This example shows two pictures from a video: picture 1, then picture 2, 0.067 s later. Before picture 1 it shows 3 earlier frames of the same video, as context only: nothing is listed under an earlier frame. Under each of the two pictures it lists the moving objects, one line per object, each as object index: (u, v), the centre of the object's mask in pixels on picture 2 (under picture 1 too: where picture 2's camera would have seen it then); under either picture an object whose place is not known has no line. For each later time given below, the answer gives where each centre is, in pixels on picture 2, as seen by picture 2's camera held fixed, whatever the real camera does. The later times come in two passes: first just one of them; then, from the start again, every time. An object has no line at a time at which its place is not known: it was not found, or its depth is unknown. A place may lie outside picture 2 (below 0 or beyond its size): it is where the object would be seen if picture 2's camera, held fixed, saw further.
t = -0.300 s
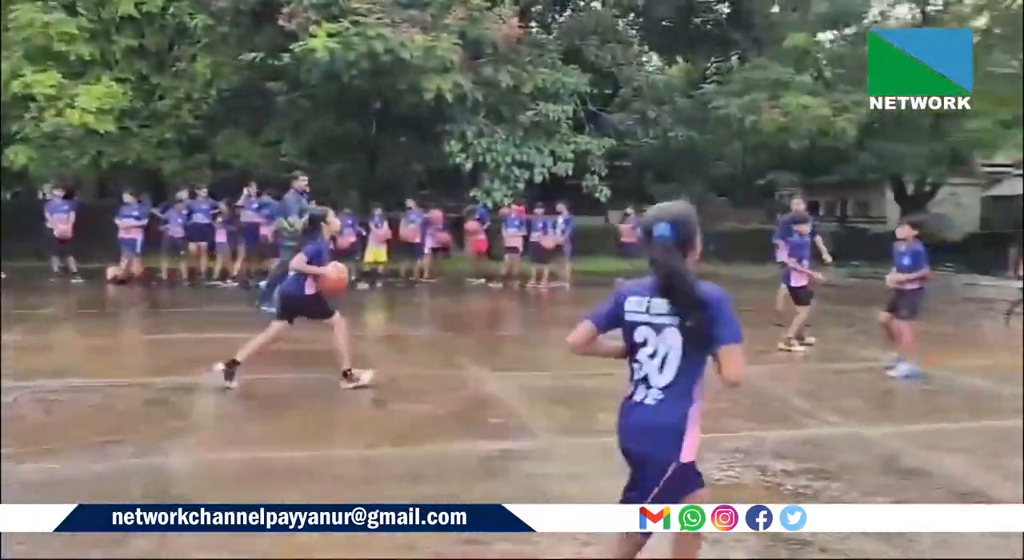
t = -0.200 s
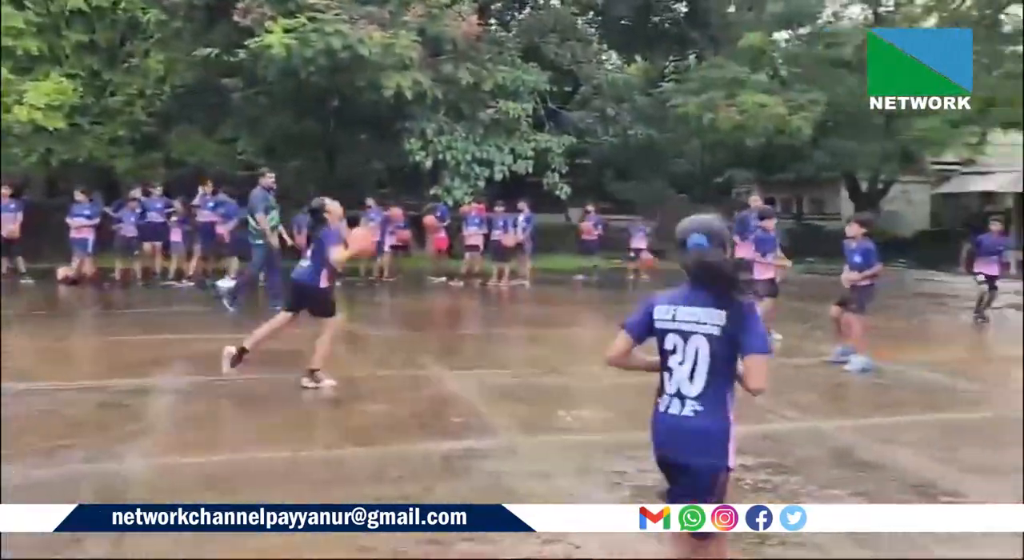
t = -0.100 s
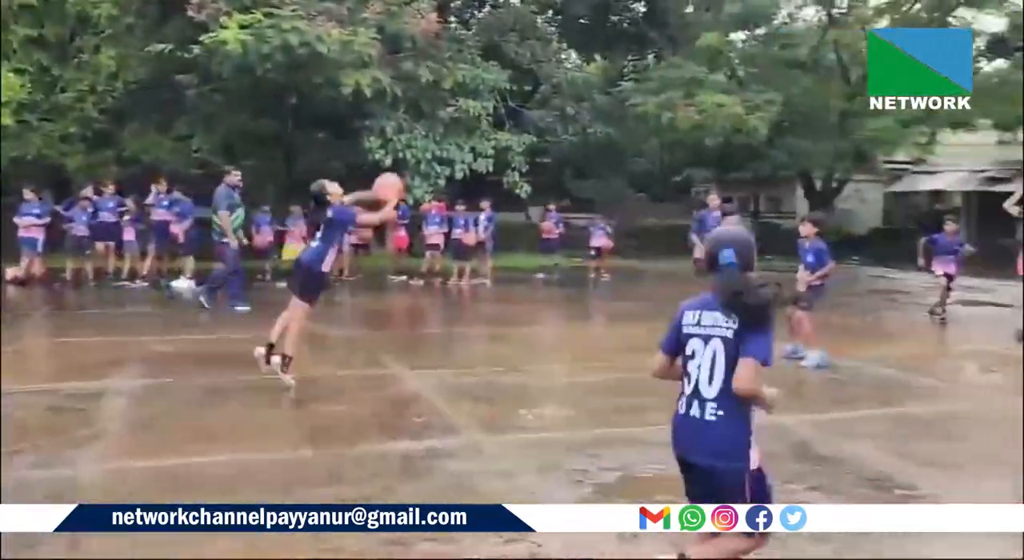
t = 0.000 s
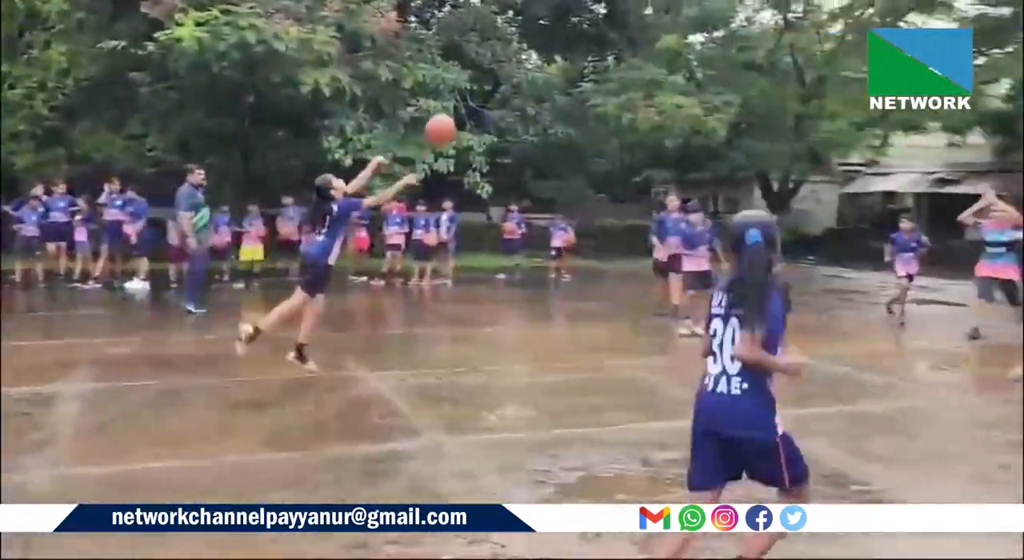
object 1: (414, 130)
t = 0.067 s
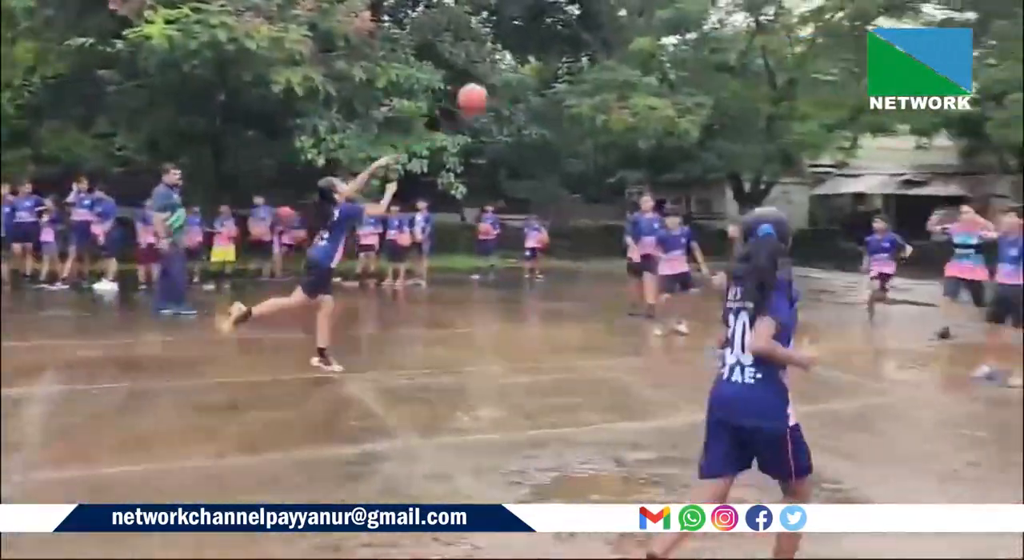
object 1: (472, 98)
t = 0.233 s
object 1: (600, 54)
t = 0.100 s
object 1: (499, 87)
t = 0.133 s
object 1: (526, 77)
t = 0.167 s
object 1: (550, 67)
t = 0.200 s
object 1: (576, 60)
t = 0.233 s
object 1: (600, 54)
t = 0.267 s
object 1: (622, 49)
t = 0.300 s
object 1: (642, 45)
